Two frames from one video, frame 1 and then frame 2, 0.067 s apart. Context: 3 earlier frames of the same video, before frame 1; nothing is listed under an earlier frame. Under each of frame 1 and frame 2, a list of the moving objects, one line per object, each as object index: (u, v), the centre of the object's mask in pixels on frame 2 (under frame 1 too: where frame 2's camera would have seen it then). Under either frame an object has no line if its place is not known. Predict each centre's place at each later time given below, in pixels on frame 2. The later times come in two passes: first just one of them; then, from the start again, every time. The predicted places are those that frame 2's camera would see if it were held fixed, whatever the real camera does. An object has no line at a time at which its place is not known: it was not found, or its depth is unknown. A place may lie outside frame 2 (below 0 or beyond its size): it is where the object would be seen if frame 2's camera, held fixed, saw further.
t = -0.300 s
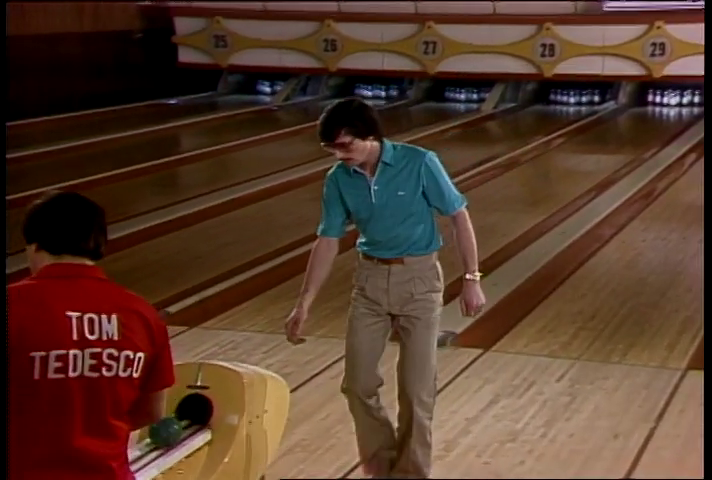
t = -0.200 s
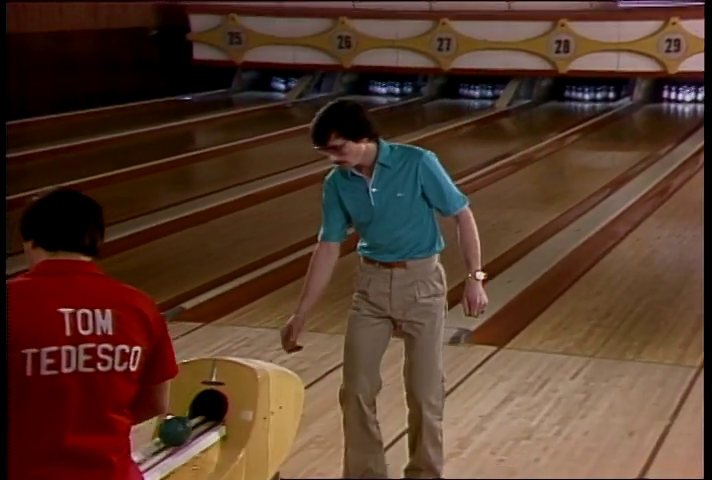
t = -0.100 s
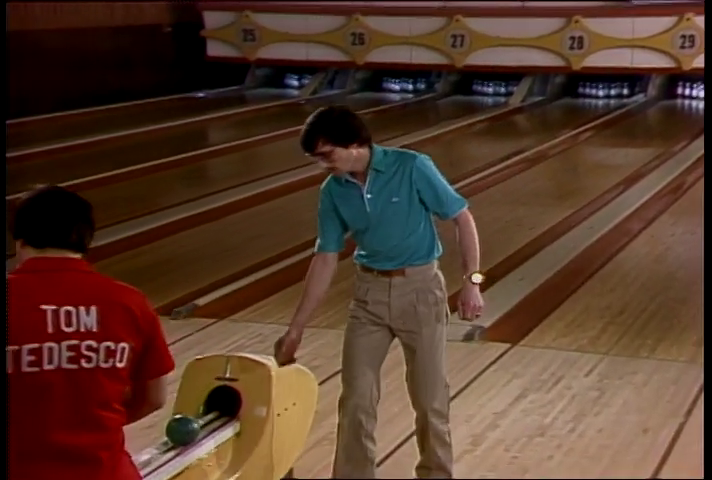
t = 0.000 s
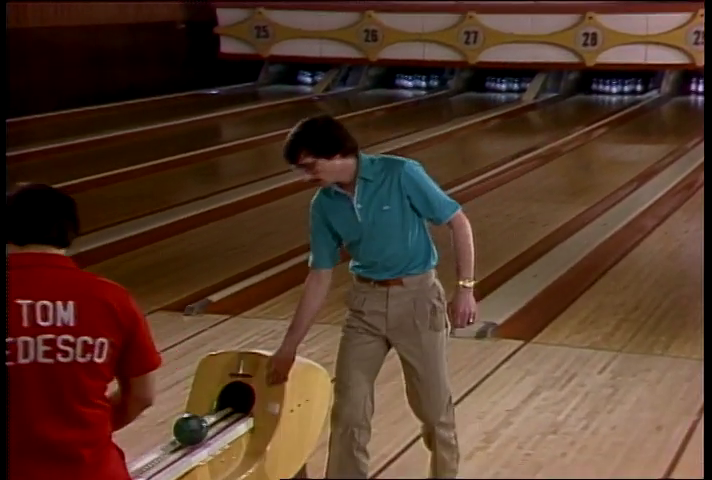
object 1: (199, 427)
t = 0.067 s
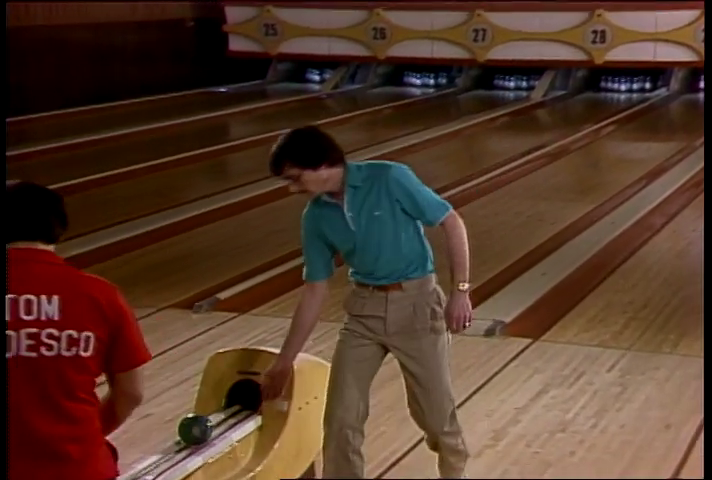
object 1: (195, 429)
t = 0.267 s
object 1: (181, 437)
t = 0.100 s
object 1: (193, 431)
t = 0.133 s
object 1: (190, 432)
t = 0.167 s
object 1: (188, 433)
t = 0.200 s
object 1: (186, 434)
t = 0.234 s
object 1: (184, 435)
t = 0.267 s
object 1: (181, 437)
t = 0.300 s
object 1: (179, 438)
